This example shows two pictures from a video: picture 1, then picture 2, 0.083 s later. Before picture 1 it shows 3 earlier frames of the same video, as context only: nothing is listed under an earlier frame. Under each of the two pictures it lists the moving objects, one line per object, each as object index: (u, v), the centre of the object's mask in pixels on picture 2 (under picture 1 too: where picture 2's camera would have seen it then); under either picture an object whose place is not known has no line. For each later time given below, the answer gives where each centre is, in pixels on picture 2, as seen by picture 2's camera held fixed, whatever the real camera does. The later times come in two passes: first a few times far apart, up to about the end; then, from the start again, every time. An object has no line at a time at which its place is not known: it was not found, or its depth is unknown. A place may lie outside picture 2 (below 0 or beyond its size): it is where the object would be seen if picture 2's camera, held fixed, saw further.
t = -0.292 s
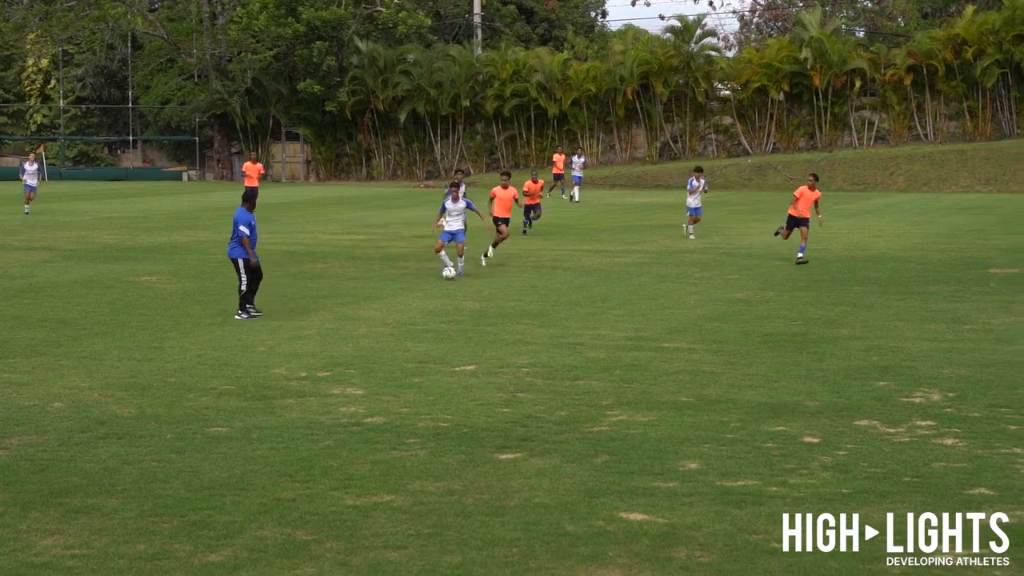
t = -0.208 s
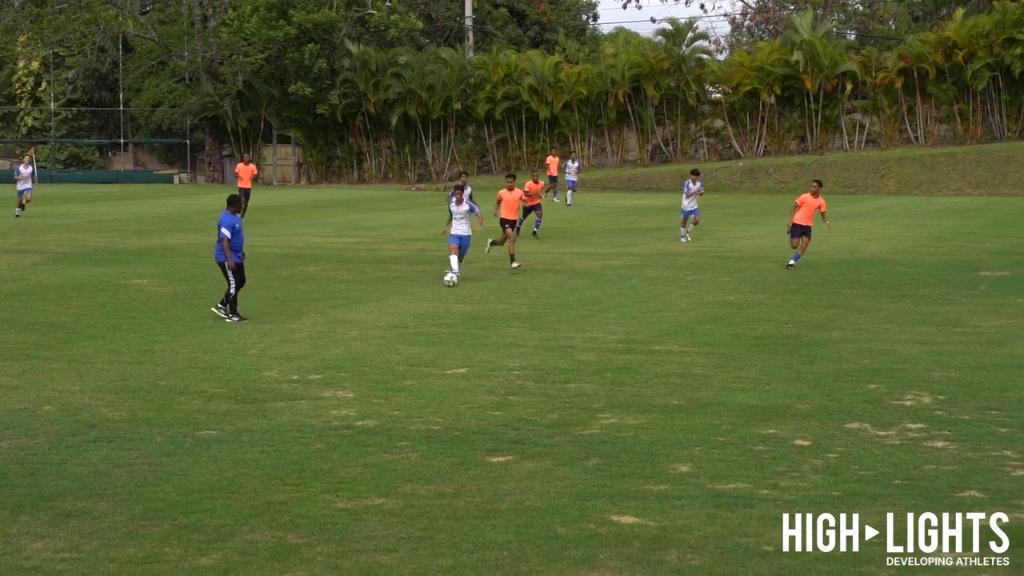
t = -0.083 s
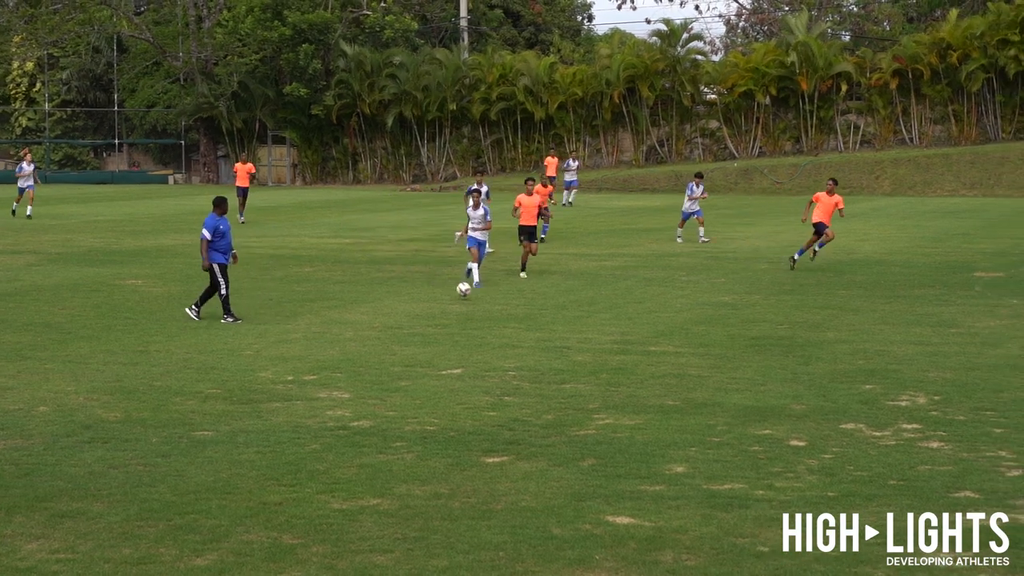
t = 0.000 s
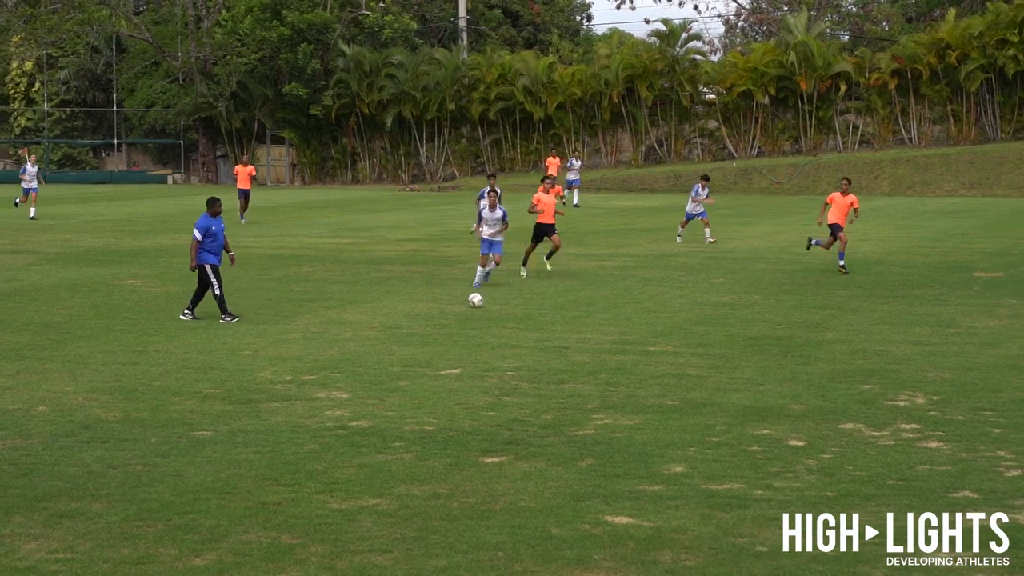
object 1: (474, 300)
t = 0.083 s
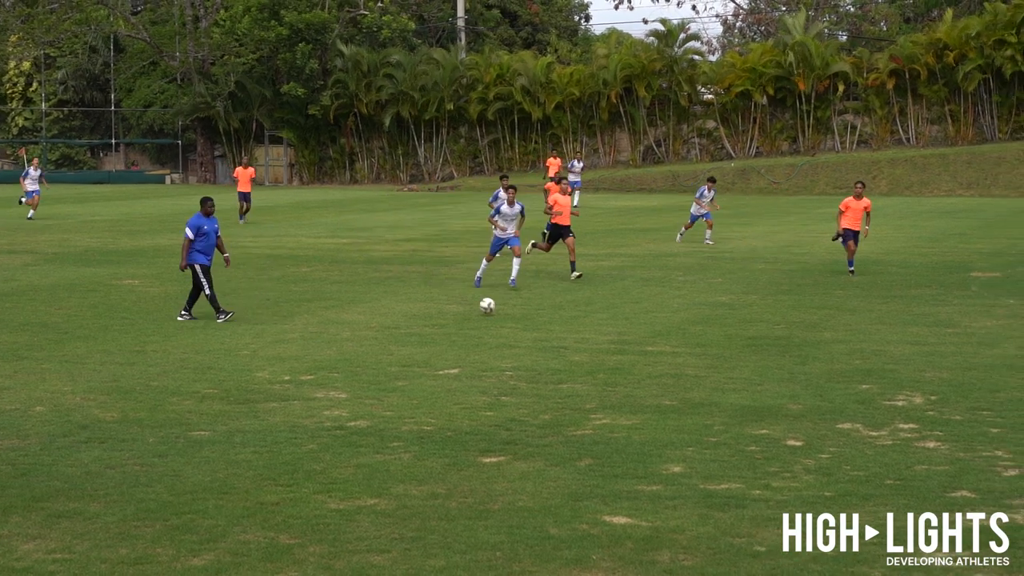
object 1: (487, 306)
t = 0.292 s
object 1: (522, 325)
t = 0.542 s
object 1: (567, 349)
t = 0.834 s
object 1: (626, 379)
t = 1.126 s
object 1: (698, 409)
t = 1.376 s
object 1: (772, 450)
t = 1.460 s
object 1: (799, 455)
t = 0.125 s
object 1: (494, 311)
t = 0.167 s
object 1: (501, 317)
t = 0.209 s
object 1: (508, 318)
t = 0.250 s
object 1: (515, 321)
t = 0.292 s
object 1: (522, 325)
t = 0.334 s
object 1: (530, 331)
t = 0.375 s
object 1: (537, 333)
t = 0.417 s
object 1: (544, 337)
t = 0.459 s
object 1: (551, 341)
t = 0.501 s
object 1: (559, 346)
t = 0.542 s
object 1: (567, 349)
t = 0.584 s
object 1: (574, 354)
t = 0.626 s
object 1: (582, 358)
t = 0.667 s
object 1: (590, 359)
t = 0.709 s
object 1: (599, 363)
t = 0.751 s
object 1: (607, 369)
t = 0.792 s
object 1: (616, 375)
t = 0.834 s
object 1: (626, 379)
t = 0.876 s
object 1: (635, 383)
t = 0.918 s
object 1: (645, 389)
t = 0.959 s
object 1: (655, 391)
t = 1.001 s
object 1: (666, 393)
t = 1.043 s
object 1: (675, 396)
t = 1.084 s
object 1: (687, 401)
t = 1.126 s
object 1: (698, 409)
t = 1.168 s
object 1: (709, 419)
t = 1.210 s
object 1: (721, 424)
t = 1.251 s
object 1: (733, 426)
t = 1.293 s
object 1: (745, 432)
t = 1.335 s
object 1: (759, 441)
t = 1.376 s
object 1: (772, 450)
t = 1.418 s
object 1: (785, 453)
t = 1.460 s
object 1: (799, 455)
